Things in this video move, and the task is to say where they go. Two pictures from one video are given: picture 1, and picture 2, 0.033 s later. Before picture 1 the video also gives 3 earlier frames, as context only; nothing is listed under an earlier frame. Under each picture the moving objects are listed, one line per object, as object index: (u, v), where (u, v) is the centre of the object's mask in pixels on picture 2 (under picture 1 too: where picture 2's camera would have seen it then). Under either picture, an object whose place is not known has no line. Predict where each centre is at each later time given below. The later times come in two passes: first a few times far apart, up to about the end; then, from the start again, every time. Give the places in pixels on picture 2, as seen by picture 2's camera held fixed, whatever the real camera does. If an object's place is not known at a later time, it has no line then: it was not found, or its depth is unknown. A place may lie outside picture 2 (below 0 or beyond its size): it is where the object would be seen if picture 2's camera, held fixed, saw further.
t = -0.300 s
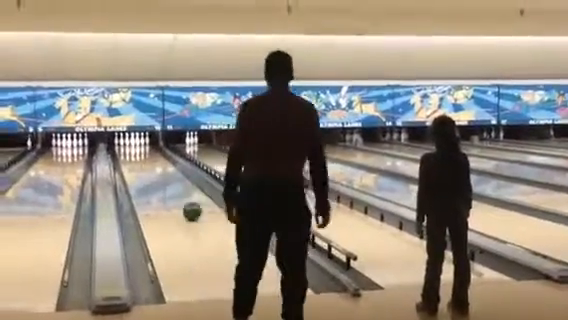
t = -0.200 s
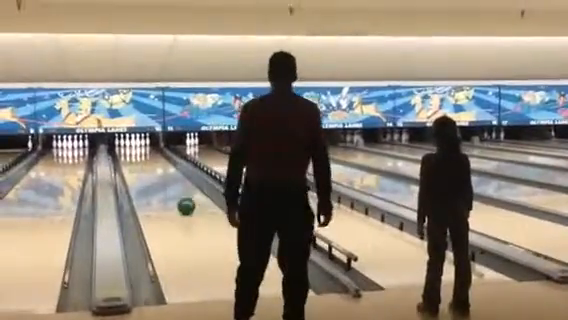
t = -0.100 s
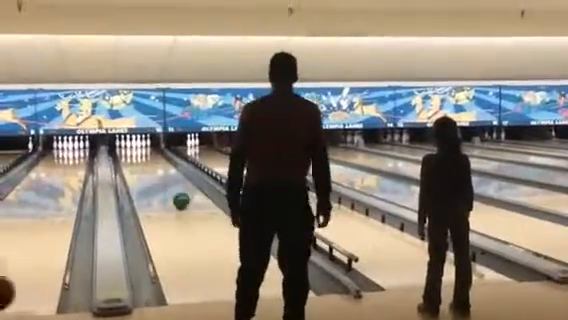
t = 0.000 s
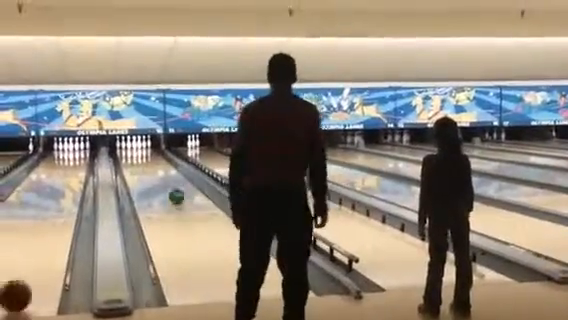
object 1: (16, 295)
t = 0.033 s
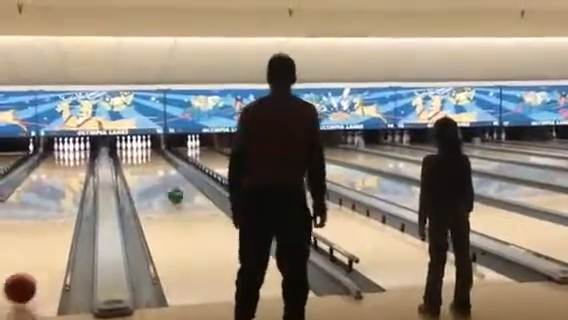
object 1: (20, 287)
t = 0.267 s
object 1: (46, 252)
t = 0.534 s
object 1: (65, 224)
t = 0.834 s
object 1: (78, 205)
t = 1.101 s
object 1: (89, 194)
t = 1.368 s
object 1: (90, 186)
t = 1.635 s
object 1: (90, 179)
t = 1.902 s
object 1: (91, 173)
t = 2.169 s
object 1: (92, 170)
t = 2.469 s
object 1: (92, 164)
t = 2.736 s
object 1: (92, 162)
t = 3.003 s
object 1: (93, 159)
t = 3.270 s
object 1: (95, 153)
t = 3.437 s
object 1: (95, 154)
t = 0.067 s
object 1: (24, 281)
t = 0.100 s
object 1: (28, 275)
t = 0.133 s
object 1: (32, 271)
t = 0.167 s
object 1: (36, 267)
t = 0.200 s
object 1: (40, 261)
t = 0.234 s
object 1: (43, 256)
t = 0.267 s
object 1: (46, 252)
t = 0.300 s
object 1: (49, 248)
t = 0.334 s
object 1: (51, 244)
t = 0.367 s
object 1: (54, 240)
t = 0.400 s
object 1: (57, 236)
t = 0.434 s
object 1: (58, 233)
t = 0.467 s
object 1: (61, 230)
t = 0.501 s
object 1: (63, 227)
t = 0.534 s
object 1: (65, 224)
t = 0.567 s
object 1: (67, 222)
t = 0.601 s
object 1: (67, 220)
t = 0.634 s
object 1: (69, 217)
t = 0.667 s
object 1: (70, 214)
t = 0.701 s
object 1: (72, 212)
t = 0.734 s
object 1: (74, 210)
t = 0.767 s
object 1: (76, 209)
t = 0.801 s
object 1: (77, 206)
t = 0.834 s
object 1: (78, 205)
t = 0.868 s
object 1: (80, 204)
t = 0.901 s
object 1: (82, 201)
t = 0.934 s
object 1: (83, 200)
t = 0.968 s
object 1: (84, 200)
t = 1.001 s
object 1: (86, 199)
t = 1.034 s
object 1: (87, 197)
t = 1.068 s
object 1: (87, 196)
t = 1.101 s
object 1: (89, 194)
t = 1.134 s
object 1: (89, 193)
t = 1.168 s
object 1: (89, 193)
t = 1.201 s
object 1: (89, 191)
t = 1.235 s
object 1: (89, 191)
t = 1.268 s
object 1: (89, 190)
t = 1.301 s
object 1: (89, 190)
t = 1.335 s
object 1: (90, 188)
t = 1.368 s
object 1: (90, 186)
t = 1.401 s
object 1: (90, 183)
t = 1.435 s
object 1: (90, 183)
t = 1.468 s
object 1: (90, 183)
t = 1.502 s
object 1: (90, 182)
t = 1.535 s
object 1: (90, 182)
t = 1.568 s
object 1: (90, 180)
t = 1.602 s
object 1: (90, 180)
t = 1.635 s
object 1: (90, 179)
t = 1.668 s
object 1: (90, 179)
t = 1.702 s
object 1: (90, 179)
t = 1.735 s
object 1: (90, 179)
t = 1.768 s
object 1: (90, 177)
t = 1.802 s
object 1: (90, 178)
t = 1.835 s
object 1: (90, 176)
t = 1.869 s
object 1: (91, 174)
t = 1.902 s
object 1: (91, 173)
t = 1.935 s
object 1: (91, 172)
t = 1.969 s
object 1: (91, 172)
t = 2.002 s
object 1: (91, 171)
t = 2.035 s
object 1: (92, 170)
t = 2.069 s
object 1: (91, 171)
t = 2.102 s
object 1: (92, 170)
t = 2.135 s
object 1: (92, 170)
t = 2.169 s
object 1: (92, 170)
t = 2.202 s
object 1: (92, 169)
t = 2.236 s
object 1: (92, 169)
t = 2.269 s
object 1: (92, 169)
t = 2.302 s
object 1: (92, 168)
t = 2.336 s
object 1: (92, 166)
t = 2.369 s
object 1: (92, 166)
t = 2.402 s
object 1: (92, 164)
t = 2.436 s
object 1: (92, 164)
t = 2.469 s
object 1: (92, 164)
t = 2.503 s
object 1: (92, 164)
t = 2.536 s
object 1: (92, 164)
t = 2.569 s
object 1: (92, 163)
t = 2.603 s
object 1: (92, 163)
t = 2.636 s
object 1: (92, 163)
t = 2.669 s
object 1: (92, 163)
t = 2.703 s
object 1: (92, 162)
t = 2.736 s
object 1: (92, 162)
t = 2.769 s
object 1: (92, 161)
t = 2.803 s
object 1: (92, 161)
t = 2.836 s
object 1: (92, 161)
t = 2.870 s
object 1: (92, 161)
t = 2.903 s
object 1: (92, 161)
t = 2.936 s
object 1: (93, 159)
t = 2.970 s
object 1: (93, 159)
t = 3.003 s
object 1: (93, 159)
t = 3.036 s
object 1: (93, 159)
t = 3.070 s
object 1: (93, 159)
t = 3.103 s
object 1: (93, 158)
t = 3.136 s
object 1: (92, 158)
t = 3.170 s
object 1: (92, 158)
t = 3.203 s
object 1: (93, 157)
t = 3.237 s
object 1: (94, 154)
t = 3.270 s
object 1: (95, 153)
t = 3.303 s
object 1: (95, 154)
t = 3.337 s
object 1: (95, 154)
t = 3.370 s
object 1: (95, 154)
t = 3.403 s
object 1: (94, 154)
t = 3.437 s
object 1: (95, 154)
